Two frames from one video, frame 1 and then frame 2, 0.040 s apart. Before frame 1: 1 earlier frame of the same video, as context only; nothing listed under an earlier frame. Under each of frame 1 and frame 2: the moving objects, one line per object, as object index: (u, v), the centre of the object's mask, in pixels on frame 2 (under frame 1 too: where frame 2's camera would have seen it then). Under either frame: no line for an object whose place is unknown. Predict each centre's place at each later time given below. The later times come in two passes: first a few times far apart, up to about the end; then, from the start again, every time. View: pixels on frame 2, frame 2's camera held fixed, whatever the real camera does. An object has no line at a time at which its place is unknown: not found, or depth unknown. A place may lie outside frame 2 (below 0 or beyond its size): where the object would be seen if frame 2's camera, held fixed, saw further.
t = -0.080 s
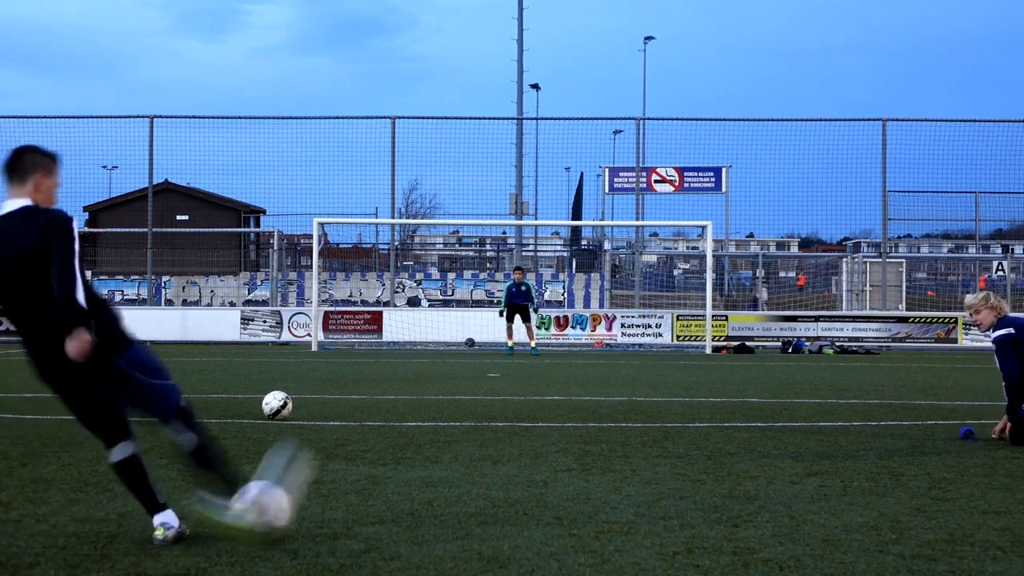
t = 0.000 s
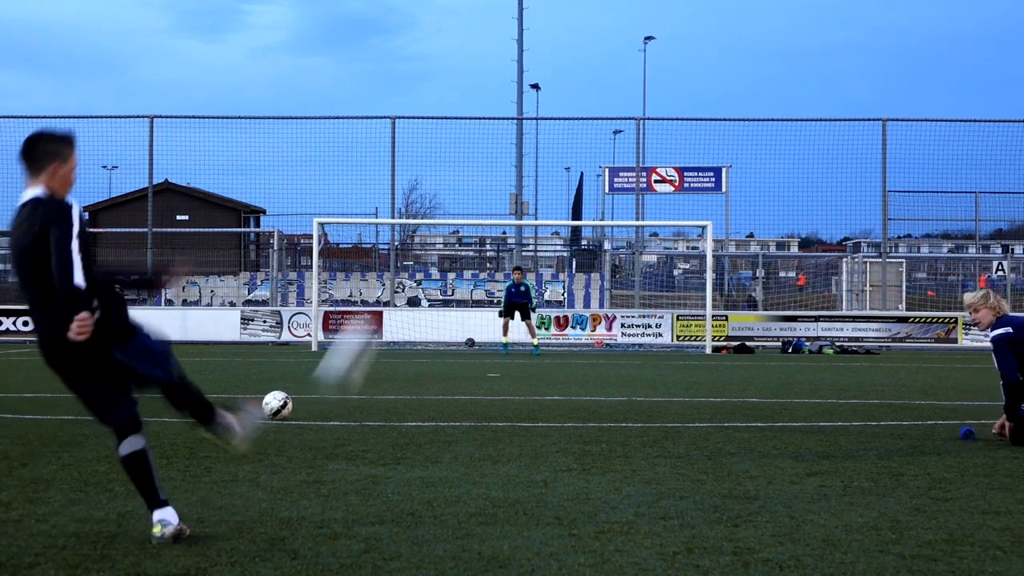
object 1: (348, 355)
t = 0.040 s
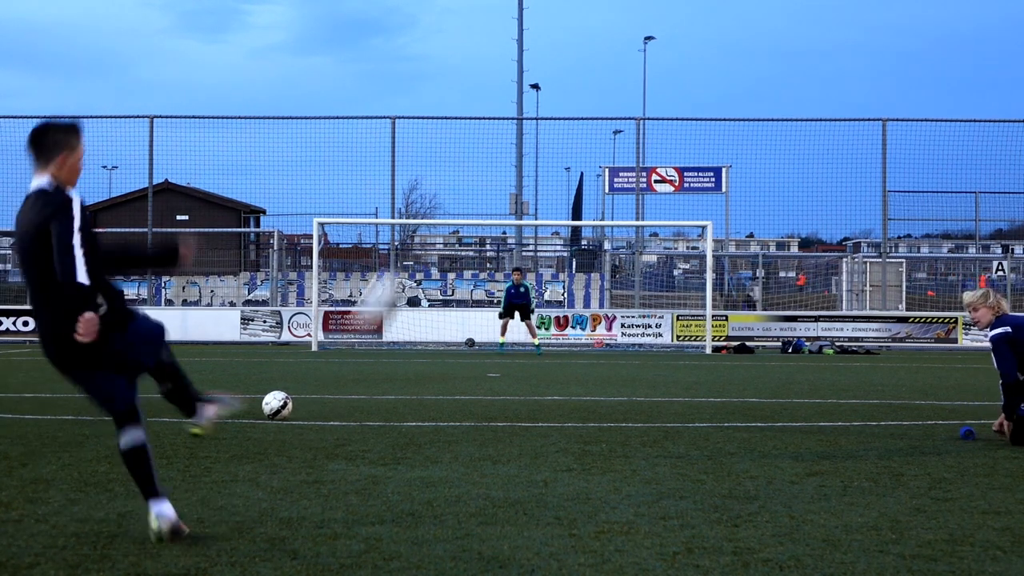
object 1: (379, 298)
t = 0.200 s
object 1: (457, 183)
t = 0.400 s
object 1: (509, 129)
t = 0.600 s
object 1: (543, 122)
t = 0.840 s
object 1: (567, 144)
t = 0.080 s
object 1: (402, 261)
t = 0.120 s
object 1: (423, 228)
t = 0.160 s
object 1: (441, 204)
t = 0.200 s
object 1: (457, 183)
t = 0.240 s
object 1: (469, 167)
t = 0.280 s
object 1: (480, 154)
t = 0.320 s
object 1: (490, 143)
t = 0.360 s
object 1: (501, 135)
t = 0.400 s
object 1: (509, 129)
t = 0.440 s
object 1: (516, 125)
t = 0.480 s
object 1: (524, 123)
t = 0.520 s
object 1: (531, 121)
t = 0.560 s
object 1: (536, 122)
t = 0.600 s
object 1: (543, 122)
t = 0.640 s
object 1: (547, 124)
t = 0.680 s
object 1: (552, 126)
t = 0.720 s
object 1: (556, 130)
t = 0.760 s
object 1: (560, 134)
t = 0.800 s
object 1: (564, 138)
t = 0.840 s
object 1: (567, 144)
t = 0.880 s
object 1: (570, 149)
